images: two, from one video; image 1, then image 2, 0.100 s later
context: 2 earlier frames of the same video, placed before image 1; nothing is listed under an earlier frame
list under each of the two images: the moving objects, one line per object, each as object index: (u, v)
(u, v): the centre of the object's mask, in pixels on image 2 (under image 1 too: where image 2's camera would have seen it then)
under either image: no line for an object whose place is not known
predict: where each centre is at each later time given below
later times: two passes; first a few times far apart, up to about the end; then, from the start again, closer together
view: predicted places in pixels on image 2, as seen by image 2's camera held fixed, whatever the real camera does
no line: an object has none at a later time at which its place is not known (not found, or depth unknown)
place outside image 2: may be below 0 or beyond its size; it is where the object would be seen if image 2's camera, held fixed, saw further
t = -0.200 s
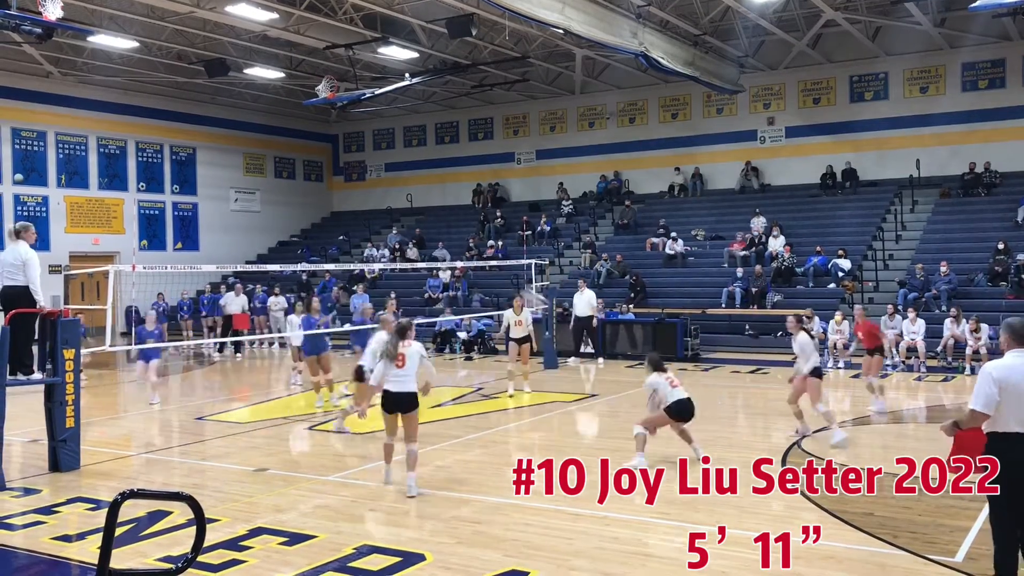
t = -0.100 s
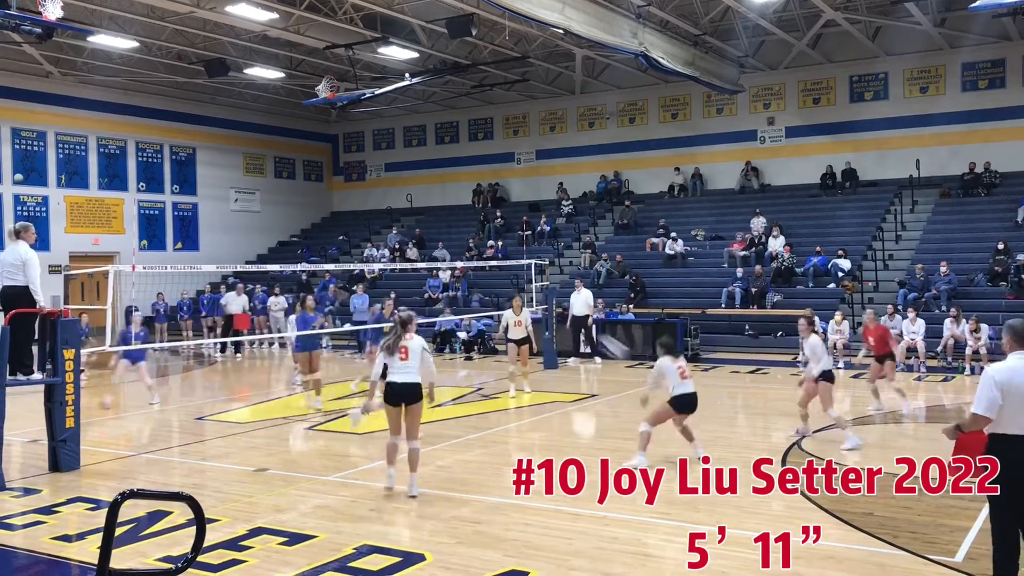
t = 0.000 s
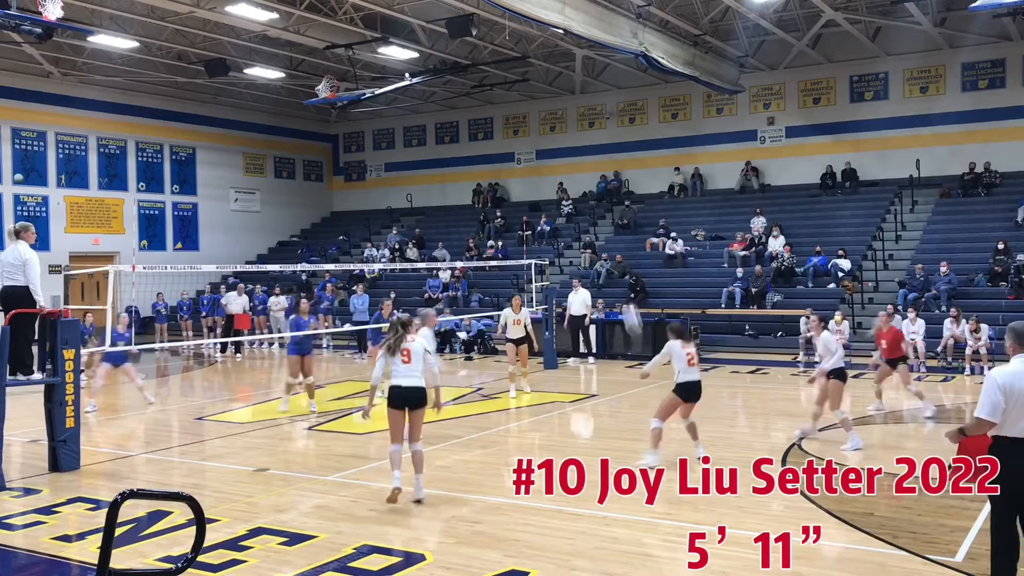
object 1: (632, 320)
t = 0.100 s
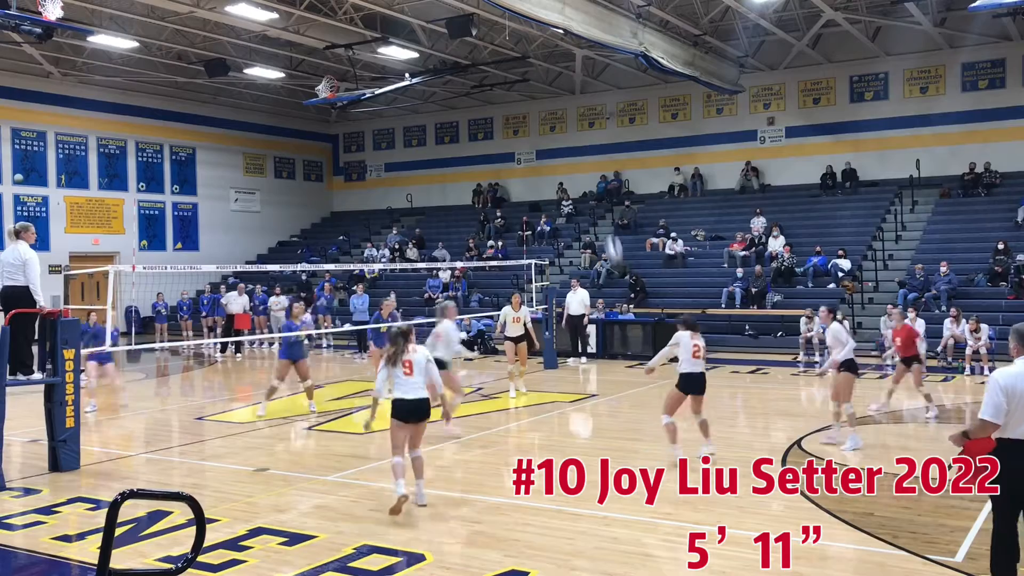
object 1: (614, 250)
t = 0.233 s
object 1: (590, 175)
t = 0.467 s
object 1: (556, 91)
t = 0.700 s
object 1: (526, 55)
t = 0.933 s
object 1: (501, 60)
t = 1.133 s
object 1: (481, 94)
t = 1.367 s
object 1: (460, 162)
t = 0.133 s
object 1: (607, 229)
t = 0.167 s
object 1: (602, 210)
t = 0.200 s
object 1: (596, 193)
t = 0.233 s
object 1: (590, 175)
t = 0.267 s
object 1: (586, 159)
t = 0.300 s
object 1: (581, 146)
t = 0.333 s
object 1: (575, 133)
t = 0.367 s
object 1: (571, 121)
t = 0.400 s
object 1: (566, 110)
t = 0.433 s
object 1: (561, 100)
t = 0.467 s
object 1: (556, 91)
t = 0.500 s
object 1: (551, 83)
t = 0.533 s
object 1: (547, 76)
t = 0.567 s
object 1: (543, 70)
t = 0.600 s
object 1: (539, 65)
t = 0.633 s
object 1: (534, 61)
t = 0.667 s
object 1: (530, 57)
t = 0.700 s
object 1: (526, 55)
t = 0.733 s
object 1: (522, 53)
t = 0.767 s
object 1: (519, 52)
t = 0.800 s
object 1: (515, 52)
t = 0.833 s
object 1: (511, 53)
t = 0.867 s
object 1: (508, 55)
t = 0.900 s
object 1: (504, 57)
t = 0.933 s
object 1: (501, 60)
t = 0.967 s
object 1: (497, 64)
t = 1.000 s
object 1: (494, 69)
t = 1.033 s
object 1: (490, 74)
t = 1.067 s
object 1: (487, 80)
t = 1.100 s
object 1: (484, 86)
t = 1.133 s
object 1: (481, 94)
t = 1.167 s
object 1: (478, 102)
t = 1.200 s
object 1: (474, 110)
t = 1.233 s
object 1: (472, 119)
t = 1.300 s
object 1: (466, 140)
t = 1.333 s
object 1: (463, 151)
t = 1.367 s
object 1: (460, 162)
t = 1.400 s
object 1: (458, 174)
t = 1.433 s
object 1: (455, 186)
